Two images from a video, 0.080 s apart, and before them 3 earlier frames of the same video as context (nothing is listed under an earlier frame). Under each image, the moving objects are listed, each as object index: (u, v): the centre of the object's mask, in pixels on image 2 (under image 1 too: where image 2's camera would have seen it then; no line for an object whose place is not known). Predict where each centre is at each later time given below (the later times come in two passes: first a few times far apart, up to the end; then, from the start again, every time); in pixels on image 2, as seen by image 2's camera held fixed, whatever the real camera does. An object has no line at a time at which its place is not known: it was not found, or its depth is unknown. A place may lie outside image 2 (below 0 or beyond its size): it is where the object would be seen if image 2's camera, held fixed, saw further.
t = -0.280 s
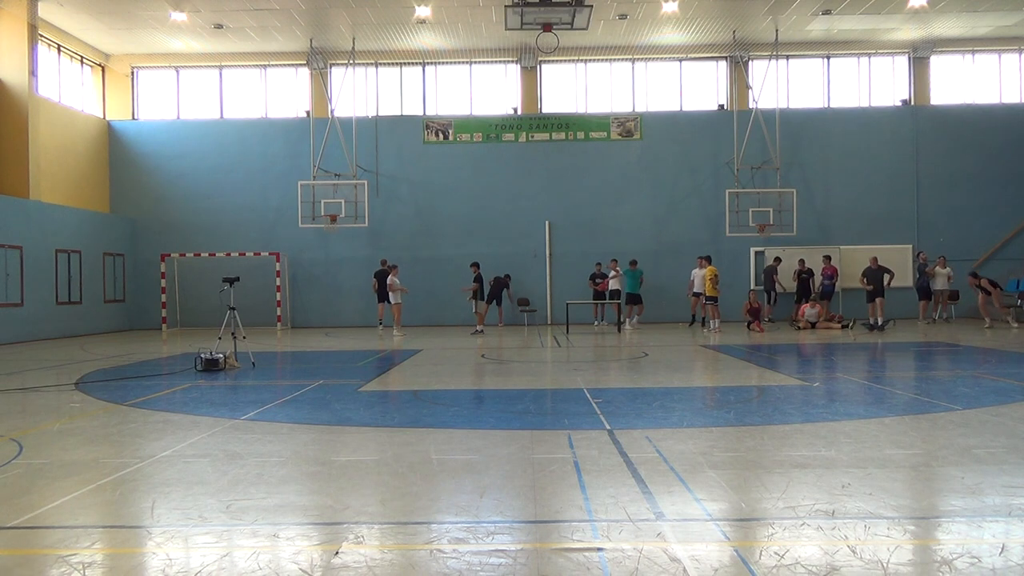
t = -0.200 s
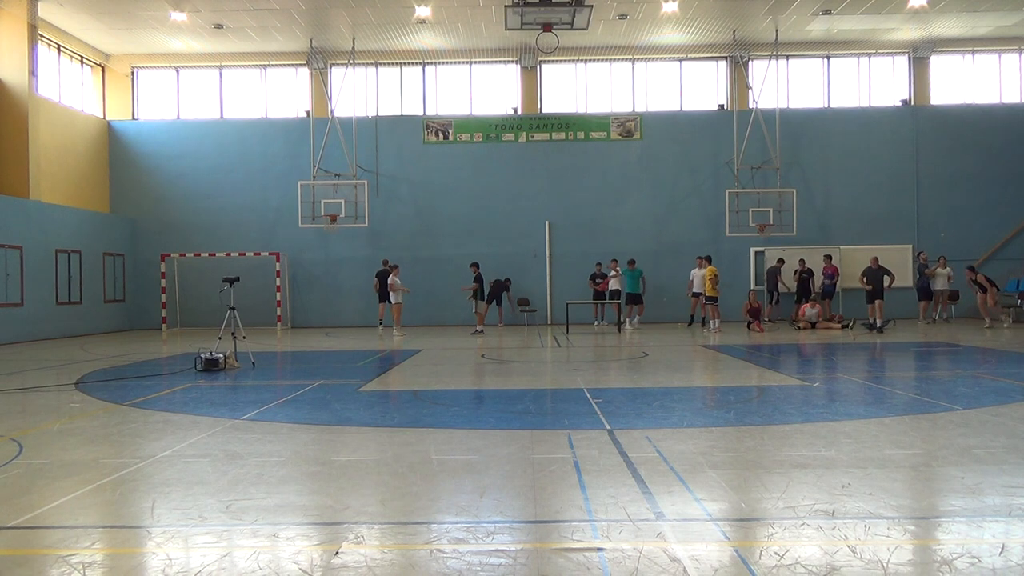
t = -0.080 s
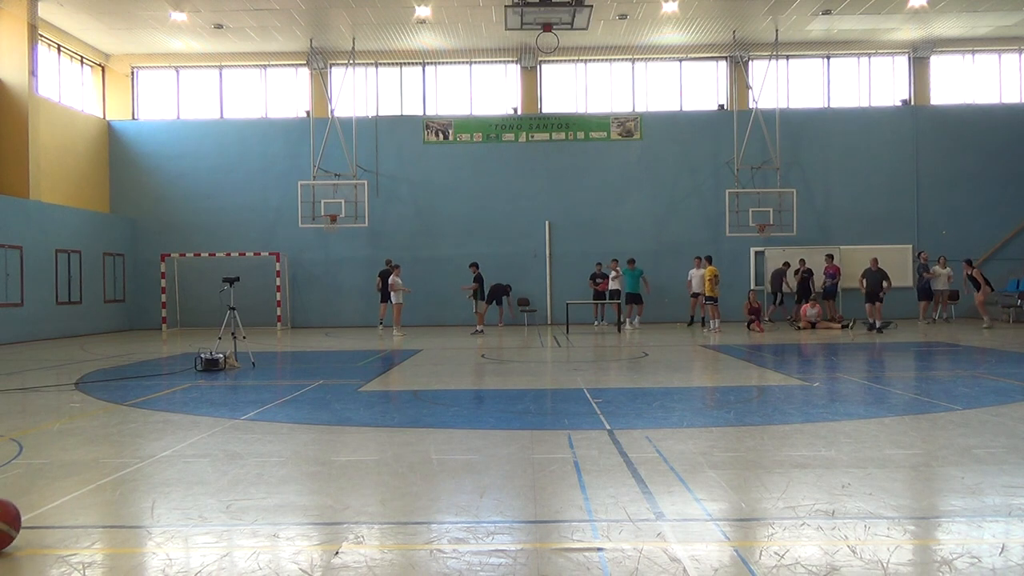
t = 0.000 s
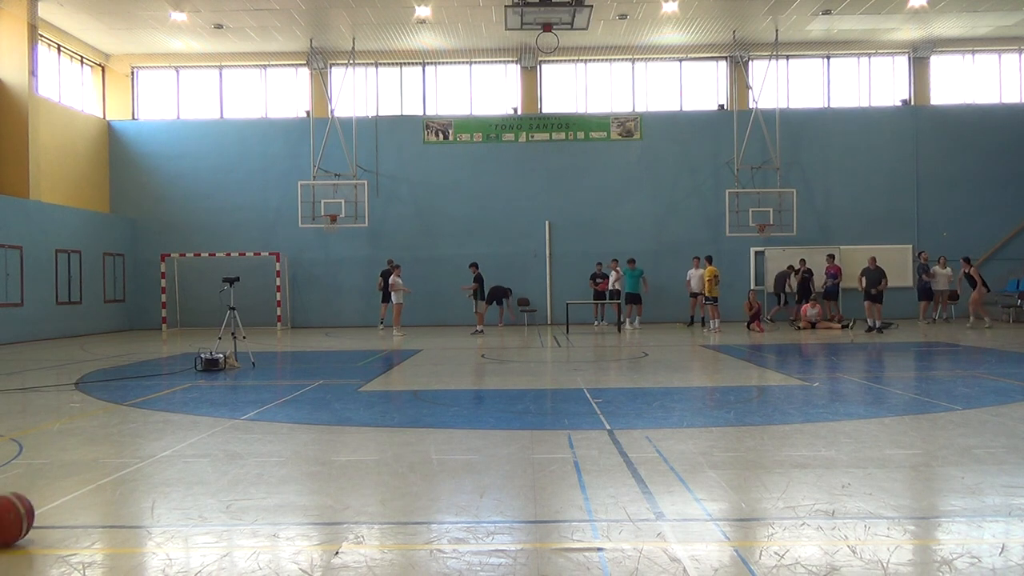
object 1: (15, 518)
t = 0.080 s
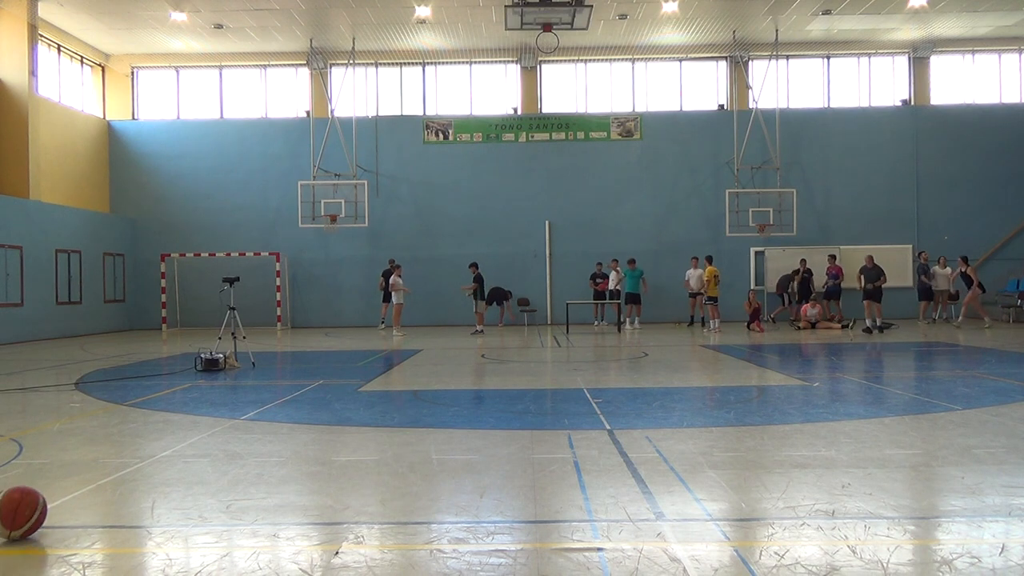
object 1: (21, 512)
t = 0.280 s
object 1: (48, 499)
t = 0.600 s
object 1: (88, 480)
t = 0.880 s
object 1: (118, 467)
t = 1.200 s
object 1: (147, 454)
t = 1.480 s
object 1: (169, 445)
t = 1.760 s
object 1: (189, 436)
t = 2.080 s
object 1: (209, 428)
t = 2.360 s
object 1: (225, 421)
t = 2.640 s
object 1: (241, 416)
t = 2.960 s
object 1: (256, 410)
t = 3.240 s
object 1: (269, 405)
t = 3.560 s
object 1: (281, 400)
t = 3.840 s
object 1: (291, 397)
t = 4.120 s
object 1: (300, 393)
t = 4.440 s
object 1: (309, 390)
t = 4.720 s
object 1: (317, 387)
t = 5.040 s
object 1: (324, 384)
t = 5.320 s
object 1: (330, 381)
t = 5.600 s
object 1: (335, 379)
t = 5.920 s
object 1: (340, 376)
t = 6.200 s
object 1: (344, 374)
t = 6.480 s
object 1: (347, 372)
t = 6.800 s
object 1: (351, 370)
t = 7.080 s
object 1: (354, 368)
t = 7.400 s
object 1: (357, 367)
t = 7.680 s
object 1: (359, 366)
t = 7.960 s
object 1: (362, 364)
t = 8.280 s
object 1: (365, 363)
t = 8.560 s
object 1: (367, 362)
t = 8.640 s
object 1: (367, 361)
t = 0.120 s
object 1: (25, 510)
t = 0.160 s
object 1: (29, 507)
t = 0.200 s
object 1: (36, 504)
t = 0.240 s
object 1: (42, 502)
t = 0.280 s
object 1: (48, 499)
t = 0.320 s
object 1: (53, 497)
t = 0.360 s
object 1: (59, 494)
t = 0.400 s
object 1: (64, 491)
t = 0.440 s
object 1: (69, 489)
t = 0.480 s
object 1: (74, 486)
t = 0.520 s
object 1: (79, 484)
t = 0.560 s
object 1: (83, 482)
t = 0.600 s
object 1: (88, 480)
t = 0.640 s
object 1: (92, 478)
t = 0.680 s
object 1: (96, 476)
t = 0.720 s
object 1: (101, 474)
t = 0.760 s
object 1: (105, 472)
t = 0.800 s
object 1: (109, 471)
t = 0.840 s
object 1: (113, 469)
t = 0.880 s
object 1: (118, 467)
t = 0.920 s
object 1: (122, 465)
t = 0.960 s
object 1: (126, 464)
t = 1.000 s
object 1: (129, 462)
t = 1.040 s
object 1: (133, 460)
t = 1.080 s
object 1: (137, 459)
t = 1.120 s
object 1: (140, 457)
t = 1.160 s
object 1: (144, 456)
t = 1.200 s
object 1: (147, 454)
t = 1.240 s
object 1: (150, 453)
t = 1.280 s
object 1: (153, 452)
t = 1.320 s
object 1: (157, 450)
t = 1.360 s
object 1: (160, 449)
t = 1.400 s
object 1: (163, 447)
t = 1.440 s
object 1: (166, 446)
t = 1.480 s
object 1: (169, 445)
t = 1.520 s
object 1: (172, 443)
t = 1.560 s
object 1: (175, 442)
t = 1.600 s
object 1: (178, 441)
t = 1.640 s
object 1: (181, 440)
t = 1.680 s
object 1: (184, 439)
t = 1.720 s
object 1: (186, 437)
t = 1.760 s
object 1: (189, 436)
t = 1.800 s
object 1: (192, 435)
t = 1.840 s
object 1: (194, 434)
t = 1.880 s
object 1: (197, 433)
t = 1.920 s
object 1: (200, 432)
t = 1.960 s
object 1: (202, 431)
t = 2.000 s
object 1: (205, 430)
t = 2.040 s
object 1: (207, 429)
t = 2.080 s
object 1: (209, 428)
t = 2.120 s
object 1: (212, 427)
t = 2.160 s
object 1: (214, 426)
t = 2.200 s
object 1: (216, 425)
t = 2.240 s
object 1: (218, 424)
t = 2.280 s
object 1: (221, 423)
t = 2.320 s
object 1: (223, 422)
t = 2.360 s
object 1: (225, 421)
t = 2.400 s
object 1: (227, 421)
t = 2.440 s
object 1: (230, 420)
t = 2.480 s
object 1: (232, 419)
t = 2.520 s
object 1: (234, 418)
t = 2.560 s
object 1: (236, 417)
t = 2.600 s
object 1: (239, 417)
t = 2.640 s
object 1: (241, 416)
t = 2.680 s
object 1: (243, 415)
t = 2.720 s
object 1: (245, 414)
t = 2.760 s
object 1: (247, 414)
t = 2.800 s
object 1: (249, 413)
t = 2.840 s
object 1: (250, 412)
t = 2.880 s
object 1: (252, 411)
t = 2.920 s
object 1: (254, 411)
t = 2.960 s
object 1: (256, 410)
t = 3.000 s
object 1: (258, 409)
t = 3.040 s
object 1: (260, 409)
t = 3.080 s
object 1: (262, 408)
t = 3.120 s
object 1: (263, 407)
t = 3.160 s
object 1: (265, 407)
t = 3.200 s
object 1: (267, 406)
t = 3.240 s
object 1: (269, 405)
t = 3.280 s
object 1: (270, 405)
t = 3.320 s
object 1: (272, 404)
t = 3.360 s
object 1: (274, 404)
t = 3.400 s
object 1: (276, 403)
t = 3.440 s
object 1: (277, 402)
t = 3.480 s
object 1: (279, 402)
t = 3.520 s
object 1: (280, 401)
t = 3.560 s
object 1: (281, 400)
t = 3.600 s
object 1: (283, 400)
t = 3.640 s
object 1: (284, 399)
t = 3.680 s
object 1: (286, 399)
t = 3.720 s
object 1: (287, 398)
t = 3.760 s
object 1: (288, 397)
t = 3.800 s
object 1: (290, 397)
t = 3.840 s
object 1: (291, 397)
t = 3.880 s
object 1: (293, 396)
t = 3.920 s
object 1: (294, 396)
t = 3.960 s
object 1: (295, 395)
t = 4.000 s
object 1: (296, 394)
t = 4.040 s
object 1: (298, 394)
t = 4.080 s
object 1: (299, 394)
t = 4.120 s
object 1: (300, 393)
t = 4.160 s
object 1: (302, 393)
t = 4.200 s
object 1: (303, 392)
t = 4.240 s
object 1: (304, 392)
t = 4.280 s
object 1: (305, 391)
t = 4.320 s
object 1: (306, 391)
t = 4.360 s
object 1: (307, 390)
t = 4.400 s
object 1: (308, 390)
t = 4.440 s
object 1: (309, 390)
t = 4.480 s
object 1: (310, 389)
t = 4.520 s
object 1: (312, 389)
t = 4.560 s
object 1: (313, 388)
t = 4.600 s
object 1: (314, 388)
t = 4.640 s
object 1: (315, 388)
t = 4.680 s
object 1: (316, 387)
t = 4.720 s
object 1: (317, 387)
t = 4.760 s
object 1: (318, 387)
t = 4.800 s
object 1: (319, 386)
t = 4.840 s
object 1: (320, 386)
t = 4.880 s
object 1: (321, 385)
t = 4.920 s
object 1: (322, 385)
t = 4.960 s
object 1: (323, 384)
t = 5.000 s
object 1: (323, 384)
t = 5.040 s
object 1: (324, 384)
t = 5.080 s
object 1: (325, 383)
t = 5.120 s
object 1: (326, 383)
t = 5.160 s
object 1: (327, 383)
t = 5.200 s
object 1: (327, 382)
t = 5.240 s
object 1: (328, 382)
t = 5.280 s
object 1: (329, 382)
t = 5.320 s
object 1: (330, 381)
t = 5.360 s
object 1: (331, 381)
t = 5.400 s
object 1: (331, 380)
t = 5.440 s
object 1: (332, 380)
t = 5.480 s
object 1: (333, 380)
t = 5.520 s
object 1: (334, 379)
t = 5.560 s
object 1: (334, 379)
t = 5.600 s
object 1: (335, 379)
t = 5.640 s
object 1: (336, 379)
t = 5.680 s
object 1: (336, 378)
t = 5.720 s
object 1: (337, 378)
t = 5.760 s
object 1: (338, 377)
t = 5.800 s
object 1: (338, 377)
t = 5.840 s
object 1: (339, 377)
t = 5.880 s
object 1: (339, 376)
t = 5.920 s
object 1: (340, 376)
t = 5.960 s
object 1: (341, 376)
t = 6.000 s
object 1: (341, 376)
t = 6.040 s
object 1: (342, 375)
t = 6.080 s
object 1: (342, 375)
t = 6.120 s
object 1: (343, 375)
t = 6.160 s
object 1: (343, 374)
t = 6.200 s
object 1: (344, 374)
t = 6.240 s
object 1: (344, 374)
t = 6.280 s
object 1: (345, 373)
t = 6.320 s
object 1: (345, 373)
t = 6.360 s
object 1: (346, 373)
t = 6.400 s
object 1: (346, 372)
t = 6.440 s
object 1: (347, 372)
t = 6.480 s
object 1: (347, 372)
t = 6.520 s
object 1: (348, 372)
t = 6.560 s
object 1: (348, 372)
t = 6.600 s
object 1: (349, 371)
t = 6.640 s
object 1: (349, 371)
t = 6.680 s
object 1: (350, 371)
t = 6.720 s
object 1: (350, 371)
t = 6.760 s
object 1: (351, 370)
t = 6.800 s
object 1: (351, 370)
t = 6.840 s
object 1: (351, 370)
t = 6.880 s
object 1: (352, 369)
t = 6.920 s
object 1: (352, 369)
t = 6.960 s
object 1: (353, 369)
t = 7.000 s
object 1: (353, 369)
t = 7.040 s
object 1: (354, 369)
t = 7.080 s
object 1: (354, 368)
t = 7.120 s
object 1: (354, 368)
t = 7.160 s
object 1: (355, 368)
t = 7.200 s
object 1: (355, 368)
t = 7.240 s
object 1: (356, 368)
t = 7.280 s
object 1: (356, 367)
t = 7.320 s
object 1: (356, 367)
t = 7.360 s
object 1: (357, 367)
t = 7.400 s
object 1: (357, 367)
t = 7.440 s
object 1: (357, 367)
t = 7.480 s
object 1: (358, 367)
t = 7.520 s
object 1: (358, 366)
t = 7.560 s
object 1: (358, 366)
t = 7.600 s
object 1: (359, 366)
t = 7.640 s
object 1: (359, 366)
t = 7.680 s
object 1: (359, 366)
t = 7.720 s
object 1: (360, 365)
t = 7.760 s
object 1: (360, 365)
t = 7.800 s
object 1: (361, 365)
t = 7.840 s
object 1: (361, 364)
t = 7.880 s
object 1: (361, 365)
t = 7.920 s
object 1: (362, 364)
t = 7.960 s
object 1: (362, 364)
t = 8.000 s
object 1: (363, 364)
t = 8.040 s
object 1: (363, 364)
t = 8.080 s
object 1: (363, 364)
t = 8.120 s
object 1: (363, 364)
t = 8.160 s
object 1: (364, 363)
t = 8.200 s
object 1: (364, 363)
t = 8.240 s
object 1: (365, 363)
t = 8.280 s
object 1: (365, 363)
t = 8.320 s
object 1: (365, 363)
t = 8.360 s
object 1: (365, 363)
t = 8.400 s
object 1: (366, 362)
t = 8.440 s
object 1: (366, 362)
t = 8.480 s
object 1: (366, 362)
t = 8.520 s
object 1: (367, 361)
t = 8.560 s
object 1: (367, 362)
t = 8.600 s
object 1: (367, 361)
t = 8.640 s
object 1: (367, 361)
